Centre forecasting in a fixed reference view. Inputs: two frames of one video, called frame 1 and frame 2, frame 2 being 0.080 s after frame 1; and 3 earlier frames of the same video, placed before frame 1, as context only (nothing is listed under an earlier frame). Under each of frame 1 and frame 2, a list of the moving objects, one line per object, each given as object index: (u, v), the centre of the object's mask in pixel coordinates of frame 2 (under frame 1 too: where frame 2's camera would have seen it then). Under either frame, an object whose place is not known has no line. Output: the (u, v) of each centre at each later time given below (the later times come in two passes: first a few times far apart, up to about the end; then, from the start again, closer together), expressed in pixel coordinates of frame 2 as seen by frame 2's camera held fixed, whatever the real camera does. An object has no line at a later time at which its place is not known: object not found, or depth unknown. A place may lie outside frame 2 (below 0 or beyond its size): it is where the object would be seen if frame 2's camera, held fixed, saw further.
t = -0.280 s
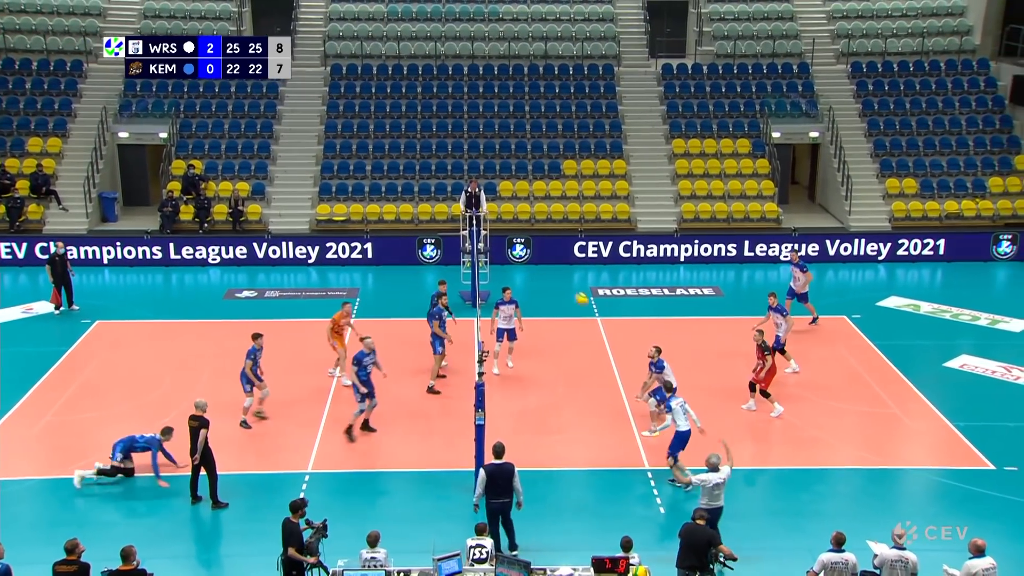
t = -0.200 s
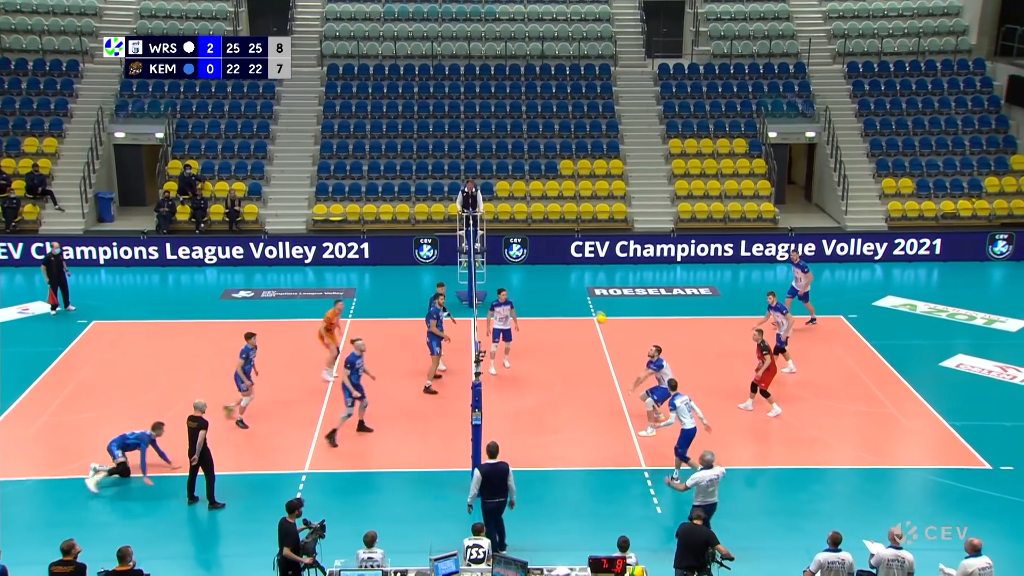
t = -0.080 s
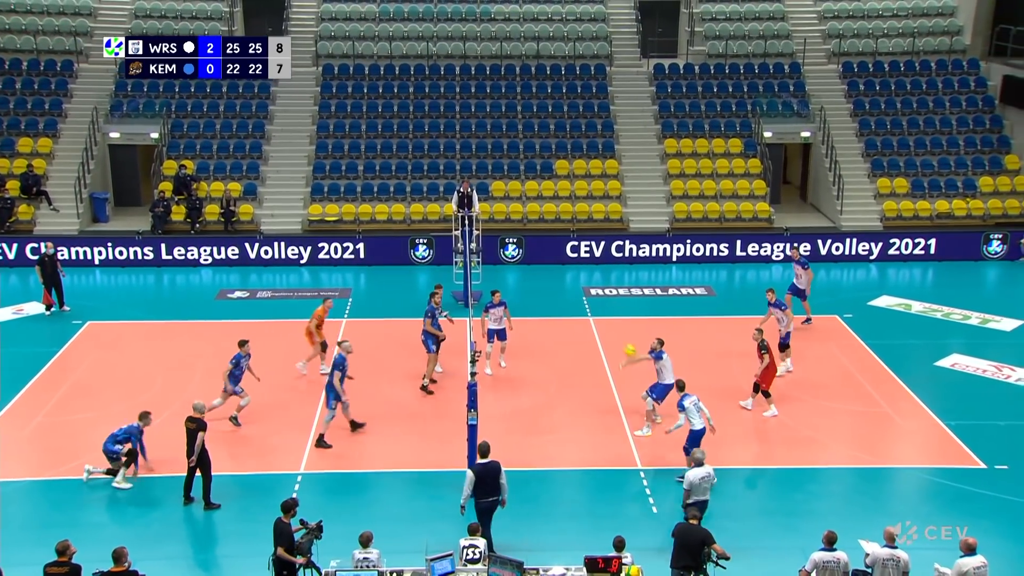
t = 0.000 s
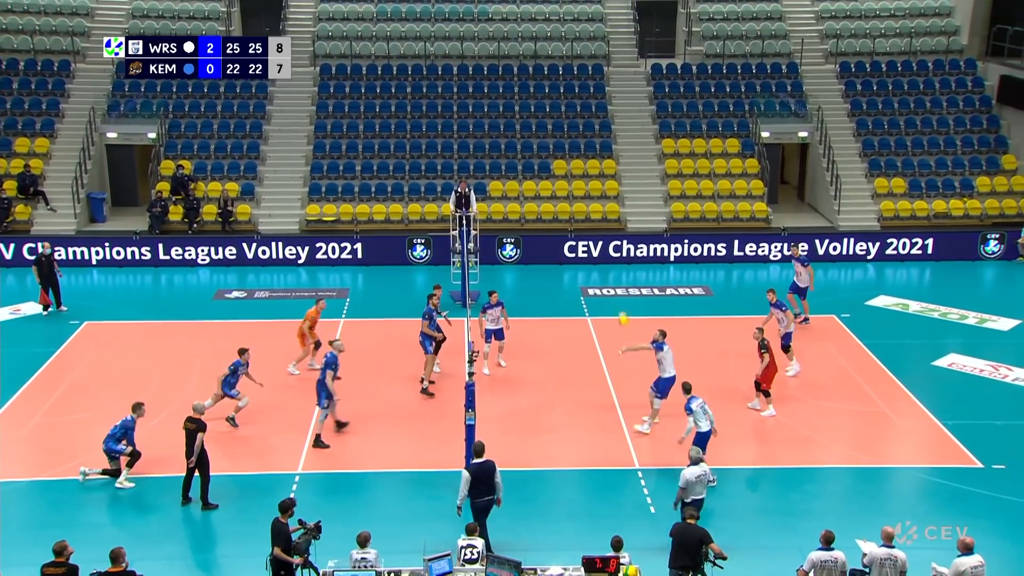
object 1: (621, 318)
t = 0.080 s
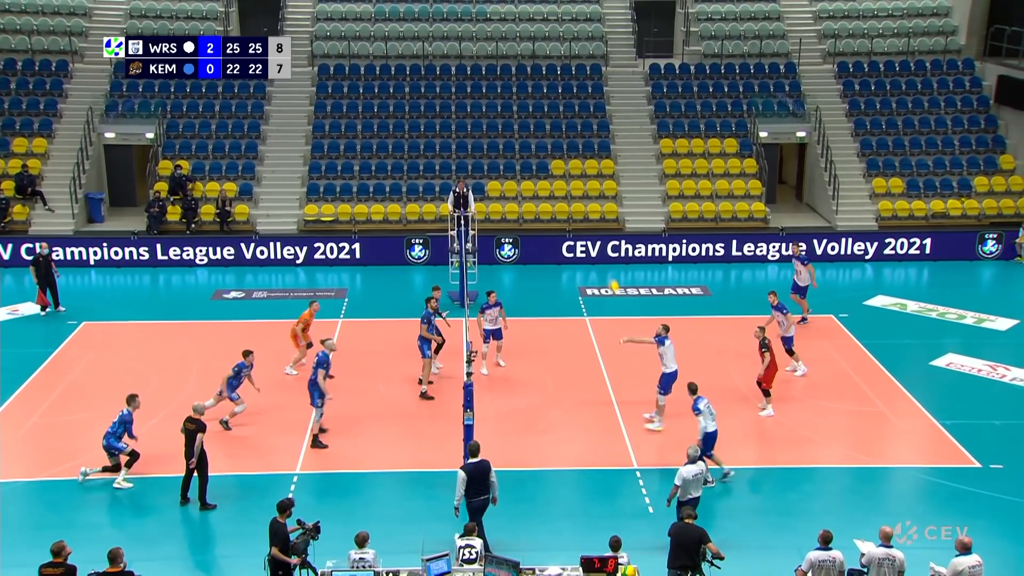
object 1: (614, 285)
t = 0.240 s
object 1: (598, 230)
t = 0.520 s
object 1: (573, 168)
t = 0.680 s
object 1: (561, 154)
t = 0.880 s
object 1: (544, 152)
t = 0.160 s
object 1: (606, 257)
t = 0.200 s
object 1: (602, 243)
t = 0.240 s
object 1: (598, 230)
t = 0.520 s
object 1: (573, 168)
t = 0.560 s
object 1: (570, 163)
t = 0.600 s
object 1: (567, 159)
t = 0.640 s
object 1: (563, 156)
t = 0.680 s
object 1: (561, 154)
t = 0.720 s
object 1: (557, 152)
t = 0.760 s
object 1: (554, 150)
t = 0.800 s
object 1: (551, 150)
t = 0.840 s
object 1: (548, 151)
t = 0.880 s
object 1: (544, 152)
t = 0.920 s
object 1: (542, 154)
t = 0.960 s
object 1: (539, 157)
